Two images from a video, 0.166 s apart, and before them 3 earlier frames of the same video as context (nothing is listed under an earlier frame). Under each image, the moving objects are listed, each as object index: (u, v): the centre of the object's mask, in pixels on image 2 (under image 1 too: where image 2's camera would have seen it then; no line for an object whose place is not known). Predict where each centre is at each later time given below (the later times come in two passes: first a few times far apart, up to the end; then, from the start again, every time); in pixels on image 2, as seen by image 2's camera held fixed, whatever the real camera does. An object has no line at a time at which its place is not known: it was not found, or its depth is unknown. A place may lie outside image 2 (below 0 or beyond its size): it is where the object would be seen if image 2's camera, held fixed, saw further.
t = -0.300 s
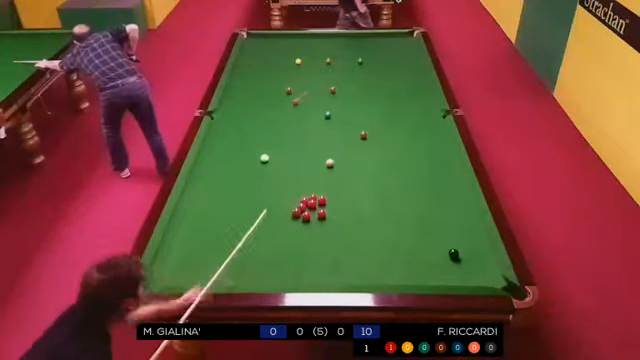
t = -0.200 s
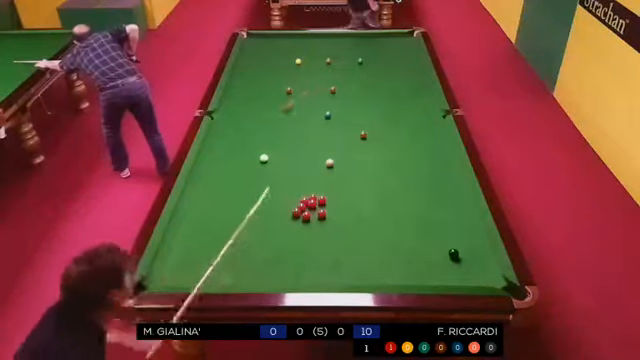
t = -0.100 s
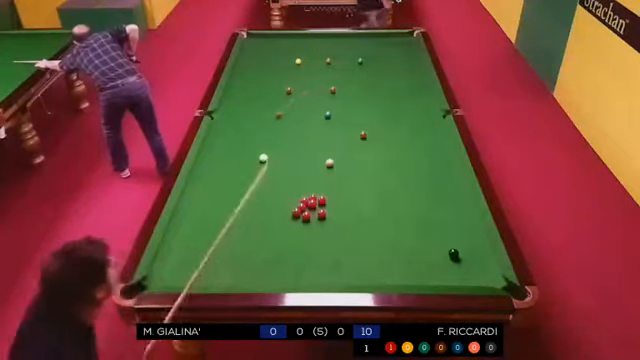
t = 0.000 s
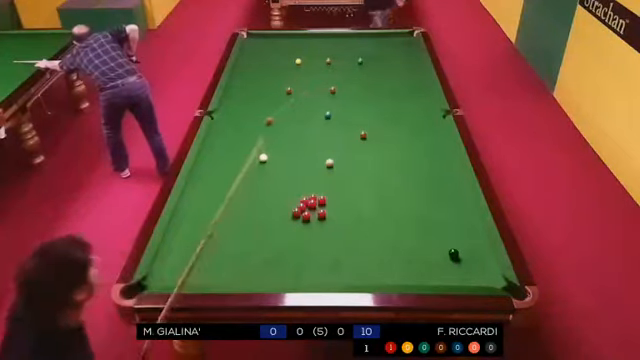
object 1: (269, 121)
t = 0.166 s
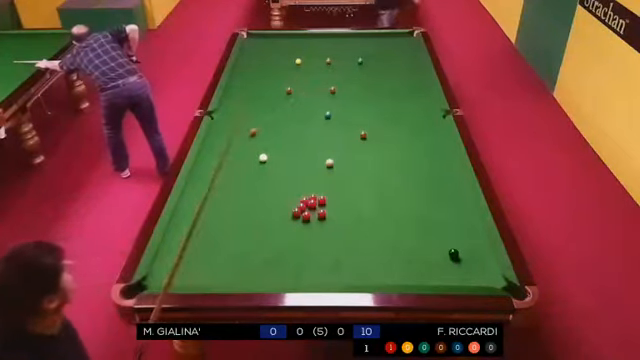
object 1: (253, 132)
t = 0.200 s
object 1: (250, 135)
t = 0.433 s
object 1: (226, 151)
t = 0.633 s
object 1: (203, 167)
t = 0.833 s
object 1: (195, 183)
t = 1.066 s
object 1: (200, 200)
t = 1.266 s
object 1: (205, 216)
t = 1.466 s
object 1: (210, 232)
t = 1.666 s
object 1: (216, 249)
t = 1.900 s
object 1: (222, 270)
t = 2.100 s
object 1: (231, 278)
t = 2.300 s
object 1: (244, 265)
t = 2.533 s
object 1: (258, 251)
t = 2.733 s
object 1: (268, 240)
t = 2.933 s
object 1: (278, 230)
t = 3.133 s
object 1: (286, 220)
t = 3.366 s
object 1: (288, 215)
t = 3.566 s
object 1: (287, 213)
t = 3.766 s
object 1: (286, 211)
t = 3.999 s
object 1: (286, 210)
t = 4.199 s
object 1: (286, 210)
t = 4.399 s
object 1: (286, 210)
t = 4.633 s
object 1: (286, 210)
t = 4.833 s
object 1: (286, 210)
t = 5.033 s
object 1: (286, 210)
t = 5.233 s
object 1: (286, 210)
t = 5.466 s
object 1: (285, 210)
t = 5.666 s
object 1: (285, 210)
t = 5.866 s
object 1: (285, 210)
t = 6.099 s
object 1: (285, 210)
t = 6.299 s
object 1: (285, 210)
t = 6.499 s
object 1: (285, 210)
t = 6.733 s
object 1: (285, 210)
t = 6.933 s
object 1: (285, 210)
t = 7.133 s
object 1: (285, 210)
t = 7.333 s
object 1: (285, 210)
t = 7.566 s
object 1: (285, 210)
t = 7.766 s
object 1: (285, 210)
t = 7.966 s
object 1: (285, 210)
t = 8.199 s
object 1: (285, 210)
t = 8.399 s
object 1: (285, 210)
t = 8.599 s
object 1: (285, 210)
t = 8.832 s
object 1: (285, 210)
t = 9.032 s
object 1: (285, 210)
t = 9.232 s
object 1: (285, 210)
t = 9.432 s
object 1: (285, 210)
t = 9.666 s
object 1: (285, 210)
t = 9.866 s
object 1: (285, 210)
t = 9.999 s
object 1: (285, 210)
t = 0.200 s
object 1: (250, 135)
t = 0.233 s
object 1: (246, 137)
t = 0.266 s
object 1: (243, 139)
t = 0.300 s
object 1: (240, 142)
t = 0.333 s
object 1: (236, 144)
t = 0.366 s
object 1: (233, 146)
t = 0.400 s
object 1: (229, 149)
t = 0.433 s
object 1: (226, 151)
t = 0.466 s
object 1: (222, 154)
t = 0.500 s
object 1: (218, 157)
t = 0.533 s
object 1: (215, 159)
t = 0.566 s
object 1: (211, 162)
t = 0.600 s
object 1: (207, 165)
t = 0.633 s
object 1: (203, 167)
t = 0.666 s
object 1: (199, 170)
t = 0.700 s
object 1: (195, 173)
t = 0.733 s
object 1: (192, 176)
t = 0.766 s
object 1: (194, 178)
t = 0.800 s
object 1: (194, 181)
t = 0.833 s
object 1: (195, 183)
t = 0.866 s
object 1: (196, 185)
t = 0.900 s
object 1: (197, 188)
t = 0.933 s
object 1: (197, 190)
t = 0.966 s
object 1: (198, 192)
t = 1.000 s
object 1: (199, 194)
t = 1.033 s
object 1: (200, 197)
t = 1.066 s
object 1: (200, 200)
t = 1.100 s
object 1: (201, 202)
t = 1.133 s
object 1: (202, 205)
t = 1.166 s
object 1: (203, 207)
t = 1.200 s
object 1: (204, 210)
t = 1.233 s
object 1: (205, 213)
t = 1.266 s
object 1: (205, 216)
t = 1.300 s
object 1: (206, 218)
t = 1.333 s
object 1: (207, 221)
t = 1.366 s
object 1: (208, 224)
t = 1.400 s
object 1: (209, 226)
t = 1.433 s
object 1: (209, 229)
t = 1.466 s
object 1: (210, 232)
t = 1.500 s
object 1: (211, 234)
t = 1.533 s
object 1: (212, 237)
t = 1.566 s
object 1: (213, 240)
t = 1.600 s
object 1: (214, 243)
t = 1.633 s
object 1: (215, 246)
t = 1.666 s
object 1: (216, 249)
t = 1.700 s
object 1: (216, 252)
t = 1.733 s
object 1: (218, 255)
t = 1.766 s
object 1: (218, 258)
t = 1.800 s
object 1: (220, 261)
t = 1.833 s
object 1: (220, 264)
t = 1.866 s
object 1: (221, 267)
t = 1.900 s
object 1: (222, 270)
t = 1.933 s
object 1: (223, 274)
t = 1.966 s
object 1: (225, 277)
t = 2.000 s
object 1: (226, 278)
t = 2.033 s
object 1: (227, 280)
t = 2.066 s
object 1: (229, 279)
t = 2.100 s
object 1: (231, 278)
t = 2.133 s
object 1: (233, 277)
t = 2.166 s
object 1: (235, 275)
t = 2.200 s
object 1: (238, 273)
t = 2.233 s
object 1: (240, 270)
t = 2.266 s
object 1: (242, 268)
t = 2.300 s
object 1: (244, 265)
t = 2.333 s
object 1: (246, 263)
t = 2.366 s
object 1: (248, 261)
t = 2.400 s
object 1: (250, 260)
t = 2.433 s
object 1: (252, 257)
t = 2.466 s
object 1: (254, 255)
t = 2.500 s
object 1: (256, 253)
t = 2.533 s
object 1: (258, 251)
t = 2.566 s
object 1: (259, 249)
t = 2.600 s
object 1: (261, 247)
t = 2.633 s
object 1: (263, 245)
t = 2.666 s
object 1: (265, 243)
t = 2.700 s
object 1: (266, 242)
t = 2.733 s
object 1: (268, 240)
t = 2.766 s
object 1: (270, 238)
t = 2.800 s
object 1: (272, 236)
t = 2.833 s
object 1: (273, 234)
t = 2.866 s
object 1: (275, 232)
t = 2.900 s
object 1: (276, 231)
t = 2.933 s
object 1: (278, 230)
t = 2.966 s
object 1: (279, 228)
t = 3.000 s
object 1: (281, 226)
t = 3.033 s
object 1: (282, 225)
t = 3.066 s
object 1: (284, 223)
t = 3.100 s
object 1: (285, 222)
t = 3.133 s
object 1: (286, 220)
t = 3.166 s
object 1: (288, 218)
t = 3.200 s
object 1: (288, 218)
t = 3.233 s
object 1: (289, 217)
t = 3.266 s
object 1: (289, 217)
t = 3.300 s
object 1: (289, 217)
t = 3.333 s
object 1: (289, 216)
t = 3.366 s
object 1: (288, 215)
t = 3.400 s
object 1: (288, 215)
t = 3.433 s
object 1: (288, 215)
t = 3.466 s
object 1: (288, 214)
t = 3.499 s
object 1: (288, 214)
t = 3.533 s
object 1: (288, 214)
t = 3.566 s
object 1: (287, 213)
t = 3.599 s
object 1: (287, 213)
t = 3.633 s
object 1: (287, 213)
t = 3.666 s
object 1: (287, 212)
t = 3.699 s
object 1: (287, 212)
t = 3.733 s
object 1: (287, 212)
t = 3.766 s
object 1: (286, 211)
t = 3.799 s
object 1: (286, 211)
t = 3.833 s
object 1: (286, 211)
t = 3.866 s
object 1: (286, 211)
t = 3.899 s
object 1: (286, 211)
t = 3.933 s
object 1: (286, 210)
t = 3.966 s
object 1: (286, 210)
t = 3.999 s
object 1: (286, 210)
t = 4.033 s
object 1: (286, 210)
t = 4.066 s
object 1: (286, 210)
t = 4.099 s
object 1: (286, 210)
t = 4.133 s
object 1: (286, 210)
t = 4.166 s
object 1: (286, 210)
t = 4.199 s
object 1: (286, 210)
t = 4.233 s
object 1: (286, 210)
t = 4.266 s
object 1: (286, 210)
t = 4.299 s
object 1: (286, 210)
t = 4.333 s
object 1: (286, 210)
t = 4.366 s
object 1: (286, 210)
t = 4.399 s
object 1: (286, 210)
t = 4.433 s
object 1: (286, 210)
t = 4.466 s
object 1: (286, 210)
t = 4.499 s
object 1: (286, 210)
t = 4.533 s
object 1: (286, 210)
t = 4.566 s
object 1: (286, 210)
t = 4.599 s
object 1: (286, 210)
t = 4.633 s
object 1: (286, 210)
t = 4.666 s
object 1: (286, 210)
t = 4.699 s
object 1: (286, 210)
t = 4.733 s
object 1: (286, 210)
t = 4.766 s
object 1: (286, 210)
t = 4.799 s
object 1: (286, 210)
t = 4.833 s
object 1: (286, 210)
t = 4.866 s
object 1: (286, 210)
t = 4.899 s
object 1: (286, 210)
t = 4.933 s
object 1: (286, 210)
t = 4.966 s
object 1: (286, 210)
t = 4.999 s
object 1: (286, 210)
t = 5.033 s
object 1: (286, 210)
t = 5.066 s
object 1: (286, 210)
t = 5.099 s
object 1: (286, 210)
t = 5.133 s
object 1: (286, 210)
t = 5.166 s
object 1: (286, 210)
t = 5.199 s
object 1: (286, 210)
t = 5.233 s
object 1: (286, 210)
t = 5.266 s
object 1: (286, 210)
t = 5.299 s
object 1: (286, 210)
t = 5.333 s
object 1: (286, 210)
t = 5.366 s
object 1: (286, 210)
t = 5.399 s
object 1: (286, 210)
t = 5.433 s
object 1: (286, 210)
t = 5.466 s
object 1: (285, 210)
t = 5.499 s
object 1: (285, 210)
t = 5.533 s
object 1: (285, 210)
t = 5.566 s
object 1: (285, 210)
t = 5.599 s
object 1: (285, 210)
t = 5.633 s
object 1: (285, 210)
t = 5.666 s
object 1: (285, 210)
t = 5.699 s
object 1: (285, 210)
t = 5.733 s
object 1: (285, 210)
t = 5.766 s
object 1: (285, 210)
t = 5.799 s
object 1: (285, 210)
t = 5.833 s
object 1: (285, 210)
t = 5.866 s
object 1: (285, 210)
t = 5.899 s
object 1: (285, 210)
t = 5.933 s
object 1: (285, 210)
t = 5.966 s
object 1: (285, 210)
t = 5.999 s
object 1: (285, 210)
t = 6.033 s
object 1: (285, 210)
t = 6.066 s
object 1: (285, 210)
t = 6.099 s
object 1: (285, 210)
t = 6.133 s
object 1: (285, 210)
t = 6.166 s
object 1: (285, 210)
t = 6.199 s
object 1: (285, 210)
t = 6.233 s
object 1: (285, 210)
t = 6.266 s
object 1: (285, 210)
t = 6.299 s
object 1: (285, 210)
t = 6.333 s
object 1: (285, 210)
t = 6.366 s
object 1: (285, 210)
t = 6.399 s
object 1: (285, 210)
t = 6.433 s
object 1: (285, 210)
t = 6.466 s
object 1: (285, 210)
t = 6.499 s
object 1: (285, 210)
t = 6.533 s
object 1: (285, 210)
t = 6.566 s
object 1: (285, 210)
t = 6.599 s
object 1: (285, 210)
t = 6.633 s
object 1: (285, 210)
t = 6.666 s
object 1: (285, 210)
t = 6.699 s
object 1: (285, 210)
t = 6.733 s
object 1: (285, 210)
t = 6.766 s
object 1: (285, 210)
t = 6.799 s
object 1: (285, 210)
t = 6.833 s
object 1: (285, 210)
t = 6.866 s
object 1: (285, 210)
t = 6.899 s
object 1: (285, 210)
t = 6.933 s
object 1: (285, 210)
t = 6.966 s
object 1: (285, 210)
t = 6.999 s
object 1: (285, 210)
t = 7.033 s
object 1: (285, 210)
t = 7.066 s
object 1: (285, 210)
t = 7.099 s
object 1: (285, 210)
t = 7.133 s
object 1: (285, 210)
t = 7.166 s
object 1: (285, 210)
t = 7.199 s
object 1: (285, 210)
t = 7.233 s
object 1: (285, 210)
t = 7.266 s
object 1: (285, 210)
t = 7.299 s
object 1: (285, 210)
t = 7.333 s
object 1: (285, 210)
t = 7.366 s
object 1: (285, 210)
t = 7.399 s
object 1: (285, 210)
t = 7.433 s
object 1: (285, 210)
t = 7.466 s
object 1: (285, 210)
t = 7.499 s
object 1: (285, 210)
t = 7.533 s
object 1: (285, 210)
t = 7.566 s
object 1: (285, 210)
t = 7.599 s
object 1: (285, 210)
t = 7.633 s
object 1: (285, 210)
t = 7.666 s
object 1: (285, 210)
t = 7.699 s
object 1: (285, 210)
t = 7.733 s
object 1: (285, 210)
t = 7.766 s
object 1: (285, 210)
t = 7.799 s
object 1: (285, 210)
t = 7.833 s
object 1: (285, 210)
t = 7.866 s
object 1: (285, 210)
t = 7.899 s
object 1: (285, 210)
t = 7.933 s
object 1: (285, 210)
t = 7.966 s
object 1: (285, 210)
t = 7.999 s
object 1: (285, 210)
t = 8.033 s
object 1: (285, 210)
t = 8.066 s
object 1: (285, 210)
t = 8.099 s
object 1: (285, 210)
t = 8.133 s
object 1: (285, 210)
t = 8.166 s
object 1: (285, 210)
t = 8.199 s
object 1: (285, 210)
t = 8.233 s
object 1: (285, 210)
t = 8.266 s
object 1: (285, 210)
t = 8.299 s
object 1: (285, 210)
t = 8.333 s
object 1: (285, 210)
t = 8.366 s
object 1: (285, 210)
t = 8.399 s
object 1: (285, 210)
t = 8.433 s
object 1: (285, 210)
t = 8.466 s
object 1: (285, 210)
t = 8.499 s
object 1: (285, 210)
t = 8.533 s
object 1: (285, 210)
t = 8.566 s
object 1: (285, 210)
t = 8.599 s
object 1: (285, 210)
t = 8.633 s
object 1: (285, 210)
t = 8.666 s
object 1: (285, 210)
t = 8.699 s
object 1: (285, 210)
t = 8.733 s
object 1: (285, 210)
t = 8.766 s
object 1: (285, 210)
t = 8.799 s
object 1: (285, 210)
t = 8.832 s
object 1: (285, 210)
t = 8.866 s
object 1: (285, 210)
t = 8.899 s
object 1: (285, 210)
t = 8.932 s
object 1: (285, 210)
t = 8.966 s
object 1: (285, 210)
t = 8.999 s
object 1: (285, 210)
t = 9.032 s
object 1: (285, 210)
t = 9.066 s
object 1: (285, 210)
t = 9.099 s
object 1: (285, 210)
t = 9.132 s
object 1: (285, 210)
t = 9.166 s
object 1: (285, 210)
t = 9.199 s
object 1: (285, 210)
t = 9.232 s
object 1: (285, 210)
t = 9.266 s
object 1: (285, 210)
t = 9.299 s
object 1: (285, 210)
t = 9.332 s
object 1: (285, 210)
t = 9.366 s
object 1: (285, 210)
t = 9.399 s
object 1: (285, 210)
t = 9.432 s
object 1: (285, 210)
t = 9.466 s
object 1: (285, 210)
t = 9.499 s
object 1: (285, 210)
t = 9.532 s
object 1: (285, 210)
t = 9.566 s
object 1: (285, 210)
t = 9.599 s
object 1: (285, 210)
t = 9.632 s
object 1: (285, 210)
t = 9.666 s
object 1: (285, 210)
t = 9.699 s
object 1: (285, 210)
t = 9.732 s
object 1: (285, 210)
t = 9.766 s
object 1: (285, 210)
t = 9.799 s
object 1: (285, 210)
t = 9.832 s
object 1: (285, 210)
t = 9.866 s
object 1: (285, 210)
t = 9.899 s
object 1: (285, 210)
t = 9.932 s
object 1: (285, 210)
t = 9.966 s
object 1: (285, 210)
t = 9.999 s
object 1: (285, 210)
